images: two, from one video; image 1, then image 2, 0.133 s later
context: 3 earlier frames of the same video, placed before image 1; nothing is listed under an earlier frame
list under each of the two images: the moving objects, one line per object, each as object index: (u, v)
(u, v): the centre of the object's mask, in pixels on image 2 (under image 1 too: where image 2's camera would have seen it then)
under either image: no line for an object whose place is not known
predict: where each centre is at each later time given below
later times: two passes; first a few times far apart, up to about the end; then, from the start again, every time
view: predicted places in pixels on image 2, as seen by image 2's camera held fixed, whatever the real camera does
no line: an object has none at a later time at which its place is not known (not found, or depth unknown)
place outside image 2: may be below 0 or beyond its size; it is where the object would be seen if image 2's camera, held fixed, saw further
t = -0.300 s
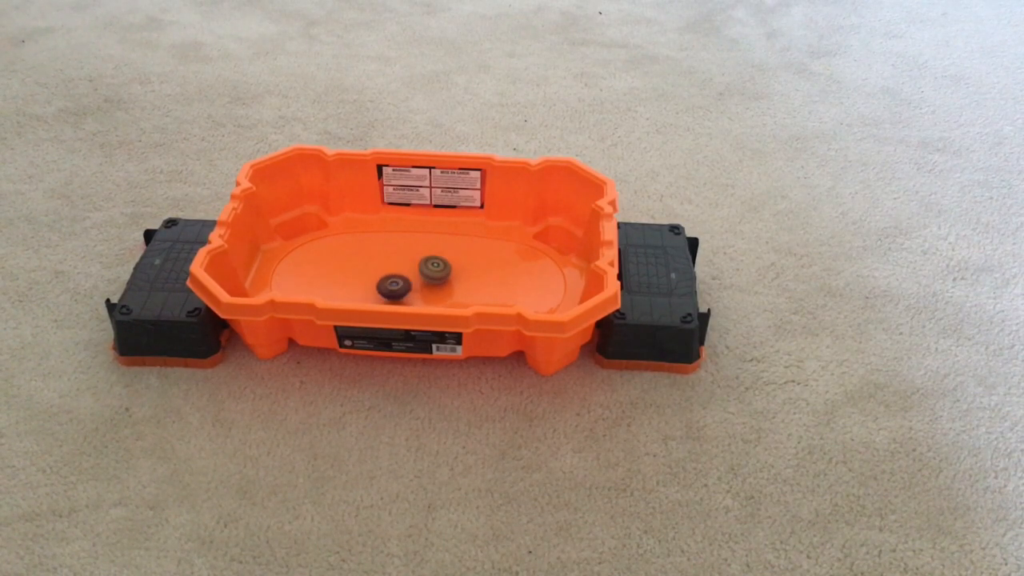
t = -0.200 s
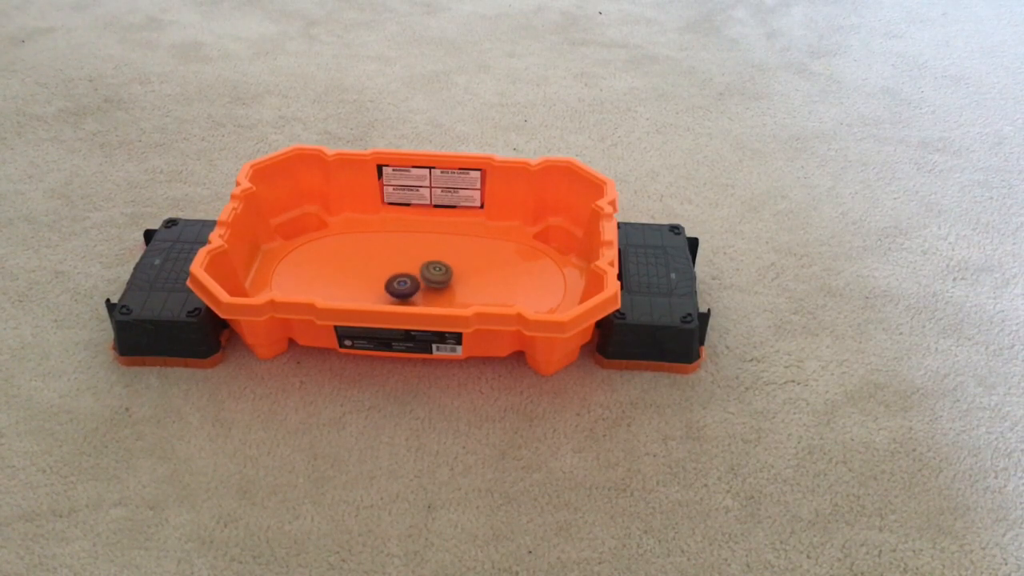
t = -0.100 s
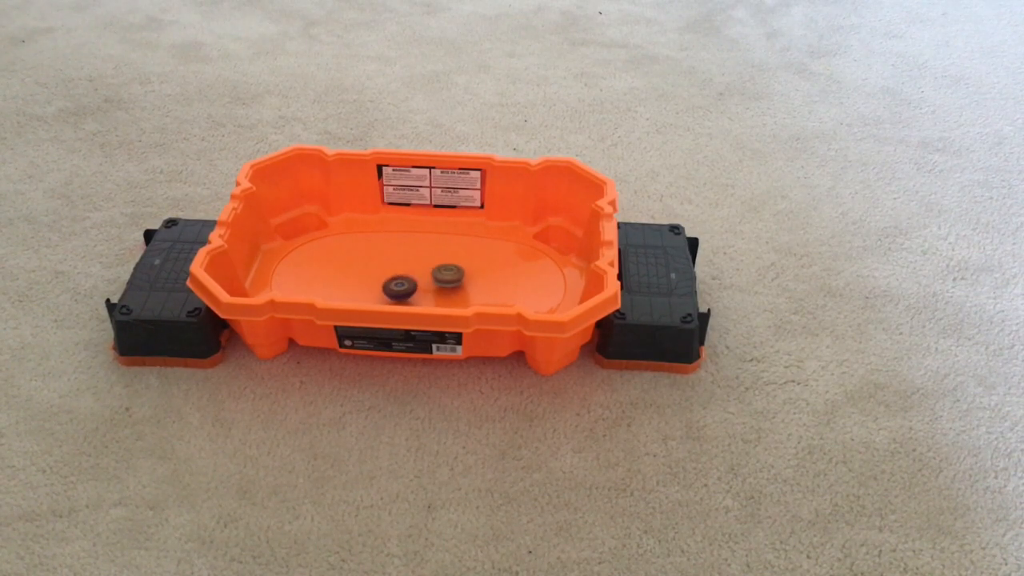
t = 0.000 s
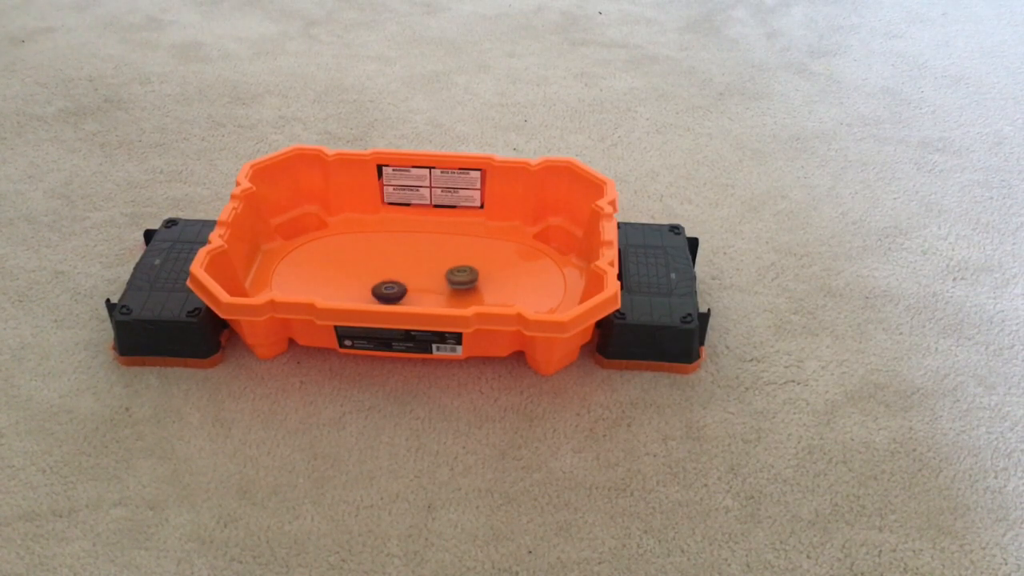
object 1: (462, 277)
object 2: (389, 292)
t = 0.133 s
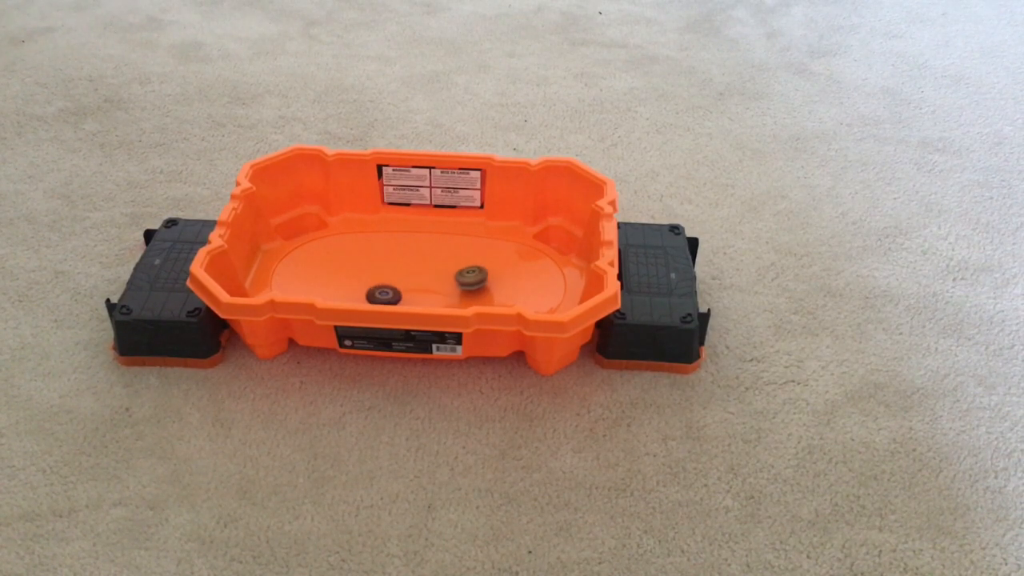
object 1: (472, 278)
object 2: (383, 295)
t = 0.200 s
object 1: (474, 277)
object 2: (384, 296)
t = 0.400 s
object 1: (476, 275)
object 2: (392, 293)
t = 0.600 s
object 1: (467, 277)
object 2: (401, 280)
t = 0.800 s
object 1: (452, 285)
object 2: (402, 266)
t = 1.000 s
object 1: (439, 294)
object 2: (397, 262)
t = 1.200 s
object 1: (433, 300)
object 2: (398, 272)
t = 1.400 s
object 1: (432, 302)
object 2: (411, 284)
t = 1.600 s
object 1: (441, 303)
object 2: (417, 284)
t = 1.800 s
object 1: (439, 300)
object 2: (408, 273)
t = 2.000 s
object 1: (429, 290)
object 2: (391, 267)
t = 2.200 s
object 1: (415, 277)
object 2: (376, 274)
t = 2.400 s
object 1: (405, 277)
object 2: (367, 284)
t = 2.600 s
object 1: (402, 280)
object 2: (376, 294)
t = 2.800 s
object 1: (404, 278)
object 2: (390, 298)
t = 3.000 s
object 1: (406, 274)
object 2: (413, 296)
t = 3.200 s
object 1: (406, 275)
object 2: (431, 290)
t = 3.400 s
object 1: (407, 278)
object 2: (451, 286)
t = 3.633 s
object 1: (409, 280)
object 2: (466, 279)
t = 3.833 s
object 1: (412, 278)
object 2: (454, 277)
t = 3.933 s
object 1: (408, 277)
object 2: (446, 280)
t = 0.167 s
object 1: (473, 278)
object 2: (383, 295)
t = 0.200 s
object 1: (474, 277)
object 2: (384, 296)
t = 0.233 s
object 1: (475, 277)
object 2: (384, 296)
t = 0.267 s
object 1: (475, 277)
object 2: (385, 295)
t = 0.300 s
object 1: (476, 276)
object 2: (386, 295)
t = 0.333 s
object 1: (476, 276)
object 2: (389, 295)
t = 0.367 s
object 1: (476, 276)
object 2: (390, 294)
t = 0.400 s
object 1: (476, 275)
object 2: (392, 293)
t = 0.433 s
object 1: (475, 275)
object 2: (394, 292)
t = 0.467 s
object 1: (473, 275)
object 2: (397, 290)
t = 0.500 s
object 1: (472, 275)
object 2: (397, 288)
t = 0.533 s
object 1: (470, 276)
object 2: (399, 285)
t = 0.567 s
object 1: (469, 276)
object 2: (399, 283)
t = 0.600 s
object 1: (467, 277)
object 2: (401, 280)
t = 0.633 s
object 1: (465, 278)
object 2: (401, 278)
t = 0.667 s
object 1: (463, 279)
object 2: (403, 275)
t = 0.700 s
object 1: (461, 280)
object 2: (402, 273)
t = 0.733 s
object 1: (459, 282)
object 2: (403, 270)
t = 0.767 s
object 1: (456, 283)
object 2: (402, 268)
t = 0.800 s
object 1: (452, 285)
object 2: (402, 266)
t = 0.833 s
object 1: (450, 288)
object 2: (401, 264)
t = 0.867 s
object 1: (447, 290)
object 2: (400, 263)
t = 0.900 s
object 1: (445, 291)
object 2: (399, 262)
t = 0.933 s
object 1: (443, 292)
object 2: (399, 261)
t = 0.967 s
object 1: (441, 293)
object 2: (398, 261)
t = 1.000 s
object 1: (439, 294)
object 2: (397, 262)
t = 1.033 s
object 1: (438, 296)
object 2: (397, 263)
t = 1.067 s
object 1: (437, 297)
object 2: (397, 264)
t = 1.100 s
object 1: (436, 298)
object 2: (397, 265)
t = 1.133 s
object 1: (434, 299)
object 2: (397, 268)
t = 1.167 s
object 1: (433, 300)
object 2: (397, 269)
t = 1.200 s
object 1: (433, 300)
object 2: (398, 272)
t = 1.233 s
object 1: (432, 301)
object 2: (400, 274)
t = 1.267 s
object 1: (432, 301)
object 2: (401, 277)
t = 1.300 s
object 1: (432, 302)
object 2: (403, 278)
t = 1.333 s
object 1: (432, 302)
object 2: (406, 281)
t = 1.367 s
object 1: (433, 302)
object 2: (408, 282)
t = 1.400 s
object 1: (432, 302)
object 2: (411, 284)
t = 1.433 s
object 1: (433, 302)
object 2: (413, 285)
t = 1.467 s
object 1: (434, 303)
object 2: (416, 287)
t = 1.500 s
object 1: (434, 303)
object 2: (418, 287)
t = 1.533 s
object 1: (437, 303)
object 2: (418, 288)
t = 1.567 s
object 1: (438, 303)
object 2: (417, 286)
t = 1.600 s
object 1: (441, 303)
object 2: (417, 284)
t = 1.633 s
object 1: (441, 303)
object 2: (415, 282)
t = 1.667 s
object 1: (441, 302)
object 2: (414, 280)
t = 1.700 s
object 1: (441, 302)
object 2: (412, 278)
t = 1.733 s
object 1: (440, 301)
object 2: (411, 276)
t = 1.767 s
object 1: (440, 300)
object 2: (409, 274)
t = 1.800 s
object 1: (439, 300)
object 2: (408, 273)
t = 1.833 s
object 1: (438, 298)
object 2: (404, 271)
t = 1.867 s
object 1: (437, 297)
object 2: (402, 270)
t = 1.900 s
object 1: (435, 295)
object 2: (399, 269)
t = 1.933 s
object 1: (433, 294)
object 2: (397, 268)
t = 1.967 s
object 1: (432, 292)
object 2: (394, 268)
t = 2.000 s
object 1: (429, 290)
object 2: (391, 267)
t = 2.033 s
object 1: (427, 286)
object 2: (389, 268)
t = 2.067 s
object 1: (424, 284)
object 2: (387, 269)
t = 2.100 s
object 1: (420, 281)
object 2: (385, 270)
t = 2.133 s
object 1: (417, 279)
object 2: (383, 271)
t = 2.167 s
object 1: (416, 278)
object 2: (380, 273)
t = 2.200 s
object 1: (415, 277)
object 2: (376, 274)
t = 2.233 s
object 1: (414, 276)
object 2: (374, 275)
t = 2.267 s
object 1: (413, 276)
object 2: (371, 277)
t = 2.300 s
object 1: (410, 276)
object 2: (369, 278)
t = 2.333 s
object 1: (409, 276)
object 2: (368, 280)
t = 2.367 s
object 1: (407, 277)
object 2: (367, 281)
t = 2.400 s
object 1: (405, 277)
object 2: (367, 284)
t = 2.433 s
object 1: (403, 279)
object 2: (367, 285)
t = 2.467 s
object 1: (402, 280)
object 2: (370, 287)
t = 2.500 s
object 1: (401, 280)
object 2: (370, 290)
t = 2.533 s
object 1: (402, 281)
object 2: (373, 291)
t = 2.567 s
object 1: (401, 281)
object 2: (374, 293)
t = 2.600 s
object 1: (402, 280)
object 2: (376, 294)
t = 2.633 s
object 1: (402, 279)
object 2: (377, 295)
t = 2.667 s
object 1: (402, 279)
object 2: (378, 296)
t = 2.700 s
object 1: (403, 279)
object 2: (380, 297)
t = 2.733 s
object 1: (403, 279)
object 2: (382, 298)
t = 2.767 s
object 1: (404, 279)
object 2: (386, 298)
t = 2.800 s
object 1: (404, 278)
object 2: (390, 298)
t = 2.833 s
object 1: (404, 278)
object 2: (395, 298)
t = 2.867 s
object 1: (405, 278)
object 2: (398, 299)
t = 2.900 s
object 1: (405, 277)
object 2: (403, 297)
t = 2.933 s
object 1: (405, 276)
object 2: (406, 297)
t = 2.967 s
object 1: (405, 275)
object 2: (409, 296)
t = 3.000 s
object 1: (406, 274)
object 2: (413, 296)
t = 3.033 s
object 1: (405, 274)
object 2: (415, 295)
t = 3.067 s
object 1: (405, 274)
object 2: (419, 294)
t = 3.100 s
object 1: (405, 274)
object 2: (421, 293)
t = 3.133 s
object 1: (405, 274)
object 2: (425, 292)
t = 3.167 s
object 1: (405, 274)
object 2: (427, 291)
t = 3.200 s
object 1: (406, 275)
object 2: (431, 290)
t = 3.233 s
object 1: (406, 275)
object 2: (435, 289)
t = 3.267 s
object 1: (406, 276)
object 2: (438, 288)
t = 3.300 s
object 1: (406, 276)
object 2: (442, 288)
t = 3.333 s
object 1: (406, 277)
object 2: (445, 287)
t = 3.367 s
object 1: (407, 277)
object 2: (449, 286)
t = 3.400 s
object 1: (407, 278)
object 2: (451, 286)
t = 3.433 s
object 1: (408, 278)
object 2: (454, 285)
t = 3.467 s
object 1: (408, 278)
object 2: (456, 284)
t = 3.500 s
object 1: (408, 278)
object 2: (460, 283)
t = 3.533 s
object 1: (408, 279)
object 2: (462, 283)
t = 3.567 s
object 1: (408, 279)
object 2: (464, 281)
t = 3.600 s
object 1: (409, 279)
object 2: (466, 280)
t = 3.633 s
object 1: (409, 280)
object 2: (466, 279)
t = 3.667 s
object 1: (410, 279)
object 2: (467, 278)
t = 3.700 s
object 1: (410, 279)
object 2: (465, 277)
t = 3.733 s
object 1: (411, 279)
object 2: (464, 276)
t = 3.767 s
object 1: (411, 279)
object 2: (461, 277)
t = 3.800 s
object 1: (412, 279)
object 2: (458, 276)
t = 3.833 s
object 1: (412, 278)
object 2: (454, 277)
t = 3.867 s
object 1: (412, 278)
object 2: (450, 277)
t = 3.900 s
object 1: (412, 277)
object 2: (447, 278)
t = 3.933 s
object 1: (408, 277)
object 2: (446, 280)
